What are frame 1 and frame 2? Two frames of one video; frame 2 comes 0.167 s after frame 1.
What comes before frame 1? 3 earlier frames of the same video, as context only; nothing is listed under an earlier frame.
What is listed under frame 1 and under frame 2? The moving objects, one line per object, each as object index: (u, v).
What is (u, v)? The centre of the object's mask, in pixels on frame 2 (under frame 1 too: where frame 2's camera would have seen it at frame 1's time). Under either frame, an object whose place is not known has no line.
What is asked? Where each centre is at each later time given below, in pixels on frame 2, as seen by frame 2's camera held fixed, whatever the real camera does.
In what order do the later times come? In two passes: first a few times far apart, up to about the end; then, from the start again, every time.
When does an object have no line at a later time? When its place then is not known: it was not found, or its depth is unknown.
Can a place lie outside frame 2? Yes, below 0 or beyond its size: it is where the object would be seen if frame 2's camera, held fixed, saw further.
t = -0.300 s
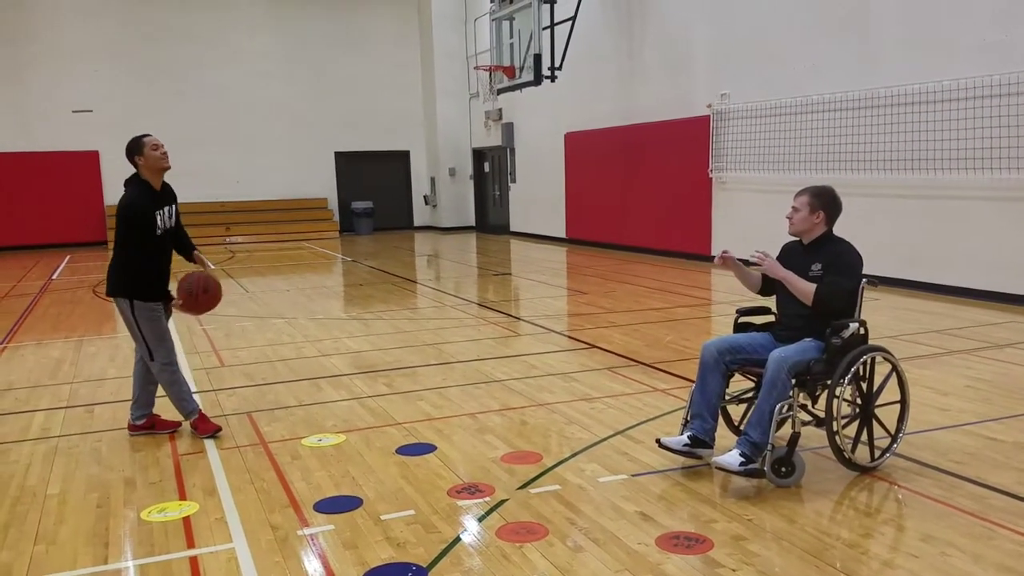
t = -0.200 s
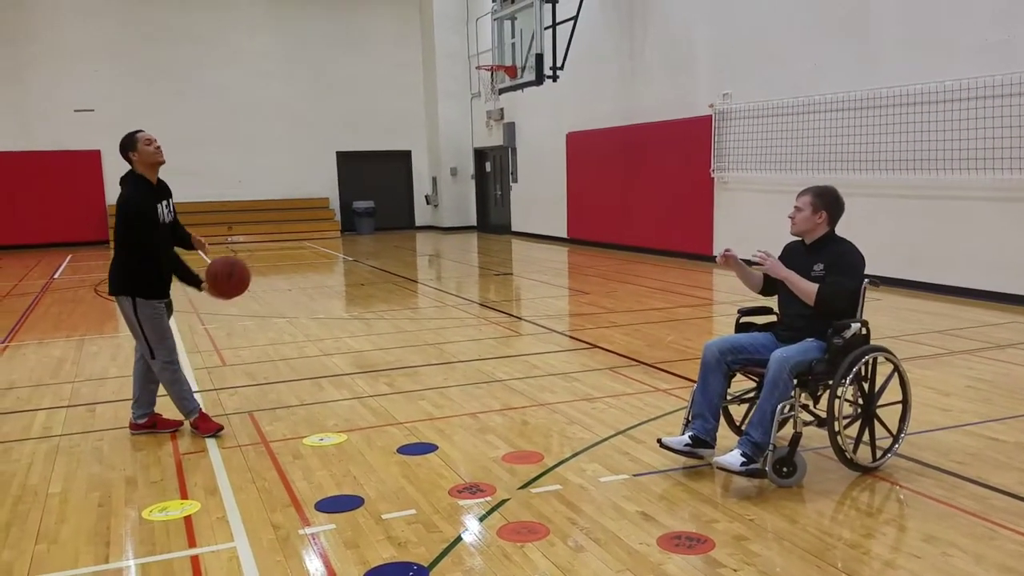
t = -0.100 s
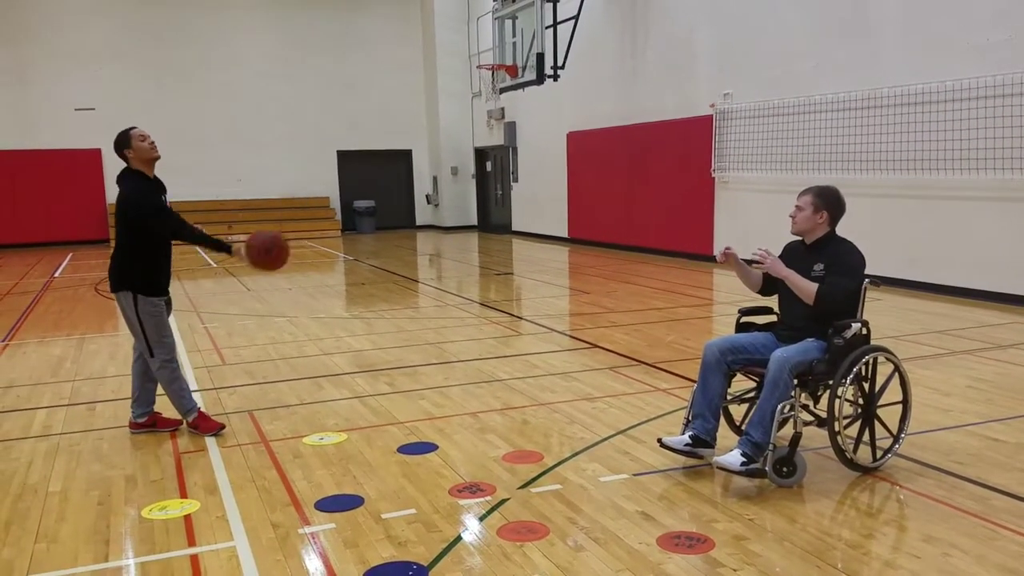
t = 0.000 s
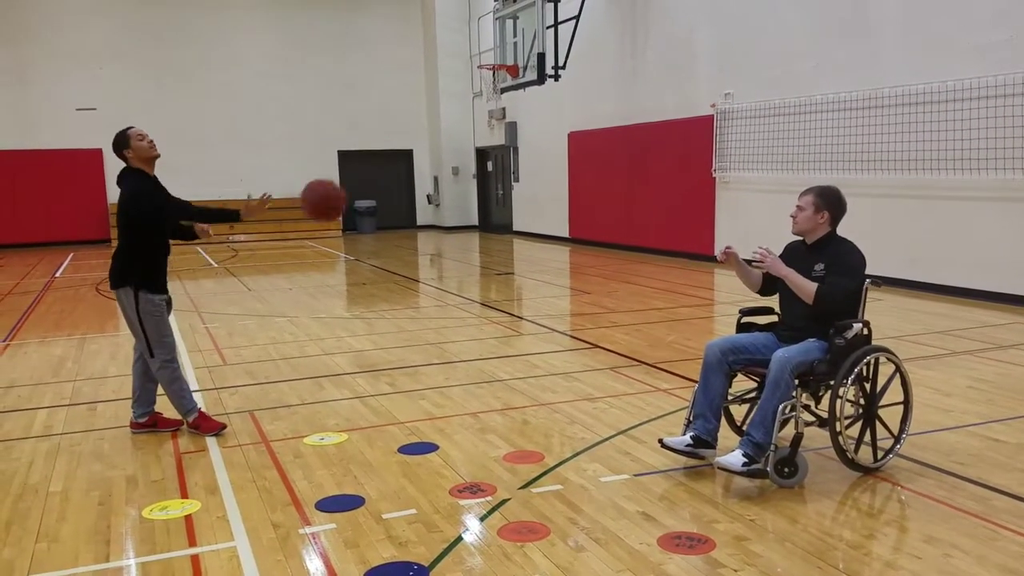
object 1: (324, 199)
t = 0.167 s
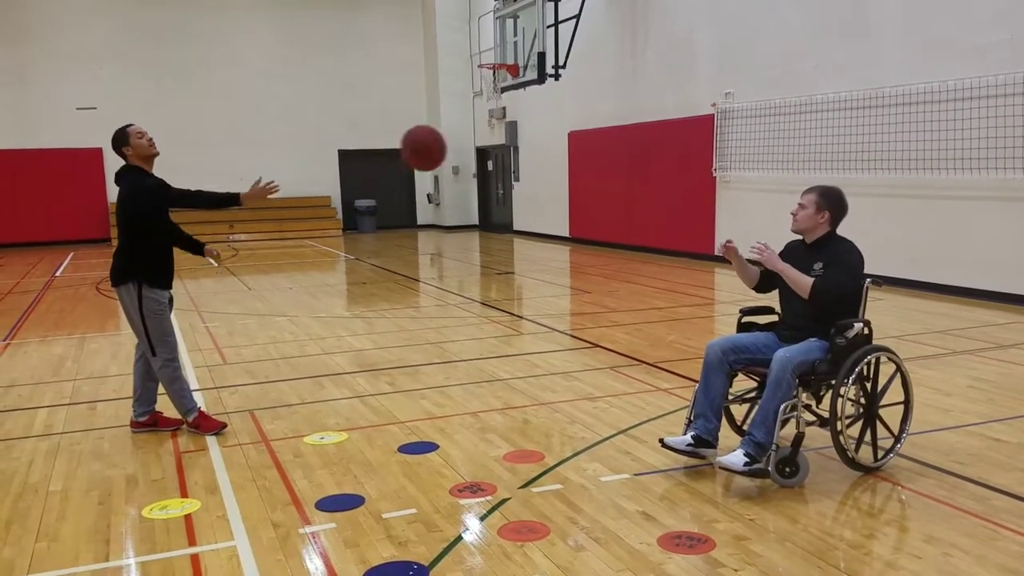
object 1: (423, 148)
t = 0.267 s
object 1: (487, 140)
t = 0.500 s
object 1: (645, 197)
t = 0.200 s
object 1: (444, 143)
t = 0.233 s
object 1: (466, 141)
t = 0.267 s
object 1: (487, 140)
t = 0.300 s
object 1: (509, 141)
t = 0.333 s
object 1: (532, 146)
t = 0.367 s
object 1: (554, 151)
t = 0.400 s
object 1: (576, 160)
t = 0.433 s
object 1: (600, 169)
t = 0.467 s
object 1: (622, 182)
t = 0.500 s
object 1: (645, 197)
